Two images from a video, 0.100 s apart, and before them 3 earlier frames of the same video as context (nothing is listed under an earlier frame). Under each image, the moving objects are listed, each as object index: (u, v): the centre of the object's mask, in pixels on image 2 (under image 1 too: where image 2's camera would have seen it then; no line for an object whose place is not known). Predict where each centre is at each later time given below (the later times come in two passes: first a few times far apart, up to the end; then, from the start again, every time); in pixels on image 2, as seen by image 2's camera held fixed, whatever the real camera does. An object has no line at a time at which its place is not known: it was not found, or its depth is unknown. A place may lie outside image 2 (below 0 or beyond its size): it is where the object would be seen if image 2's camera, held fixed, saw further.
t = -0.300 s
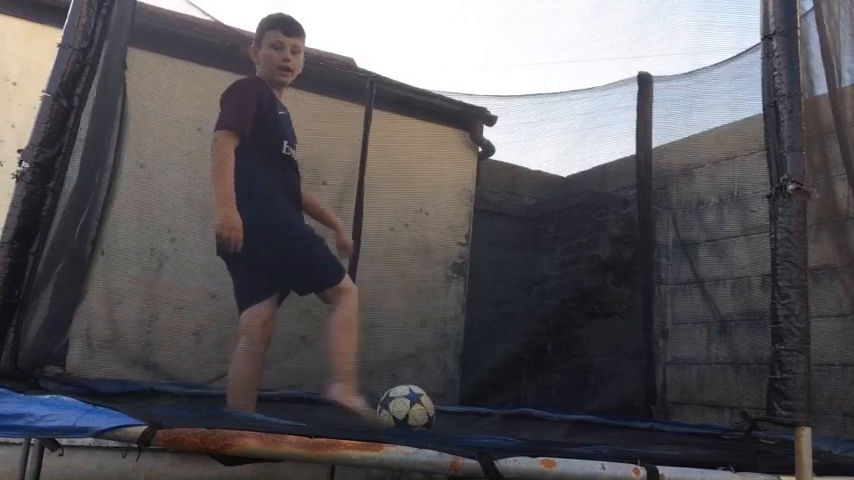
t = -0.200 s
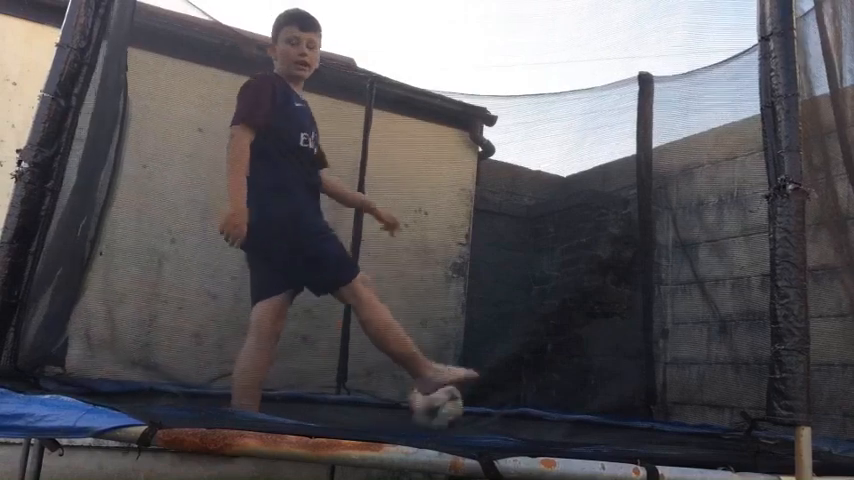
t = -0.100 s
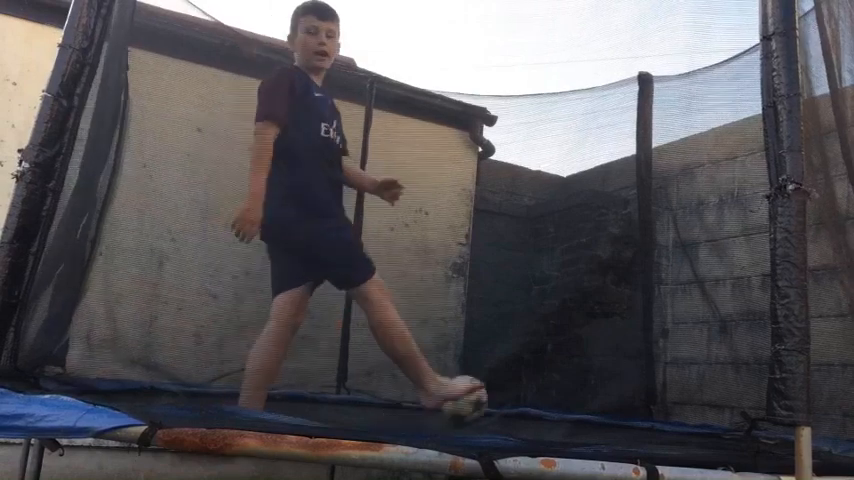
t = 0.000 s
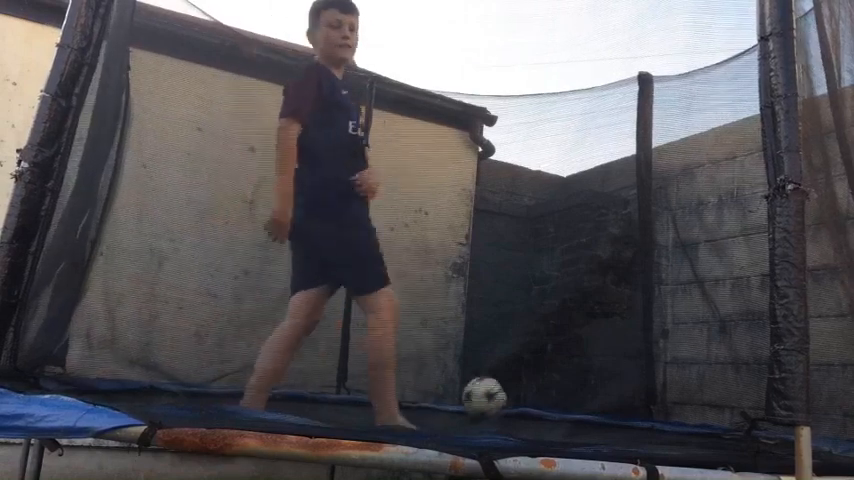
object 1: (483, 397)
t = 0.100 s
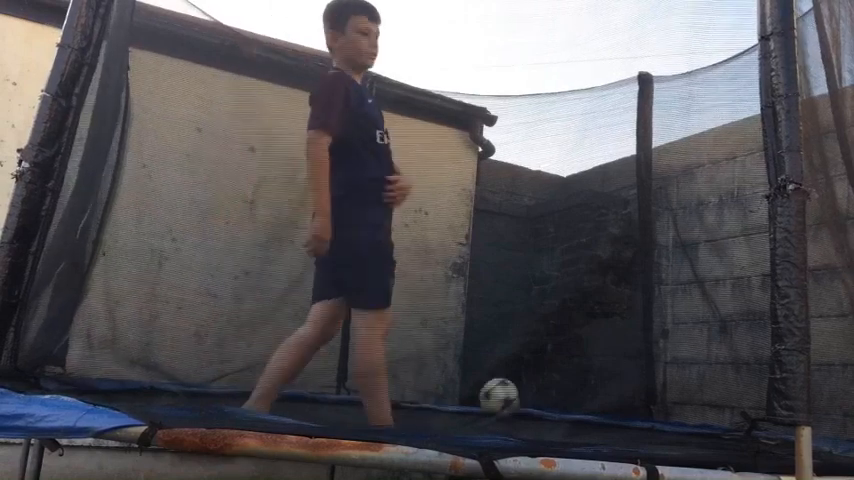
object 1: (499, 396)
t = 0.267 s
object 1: (521, 385)
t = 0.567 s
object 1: (540, 393)
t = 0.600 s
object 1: (540, 393)
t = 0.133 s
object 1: (503, 396)
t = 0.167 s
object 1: (508, 396)
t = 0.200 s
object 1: (512, 393)
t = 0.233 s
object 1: (516, 388)
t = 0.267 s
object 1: (521, 385)
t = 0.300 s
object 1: (525, 384)
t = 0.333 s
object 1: (528, 385)
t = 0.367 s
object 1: (531, 388)
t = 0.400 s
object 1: (533, 392)
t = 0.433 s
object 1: (536, 394)
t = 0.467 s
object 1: (537, 393)
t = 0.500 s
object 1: (539, 393)
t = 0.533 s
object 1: (540, 393)
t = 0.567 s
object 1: (540, 393)
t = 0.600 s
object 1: (540, 393)
